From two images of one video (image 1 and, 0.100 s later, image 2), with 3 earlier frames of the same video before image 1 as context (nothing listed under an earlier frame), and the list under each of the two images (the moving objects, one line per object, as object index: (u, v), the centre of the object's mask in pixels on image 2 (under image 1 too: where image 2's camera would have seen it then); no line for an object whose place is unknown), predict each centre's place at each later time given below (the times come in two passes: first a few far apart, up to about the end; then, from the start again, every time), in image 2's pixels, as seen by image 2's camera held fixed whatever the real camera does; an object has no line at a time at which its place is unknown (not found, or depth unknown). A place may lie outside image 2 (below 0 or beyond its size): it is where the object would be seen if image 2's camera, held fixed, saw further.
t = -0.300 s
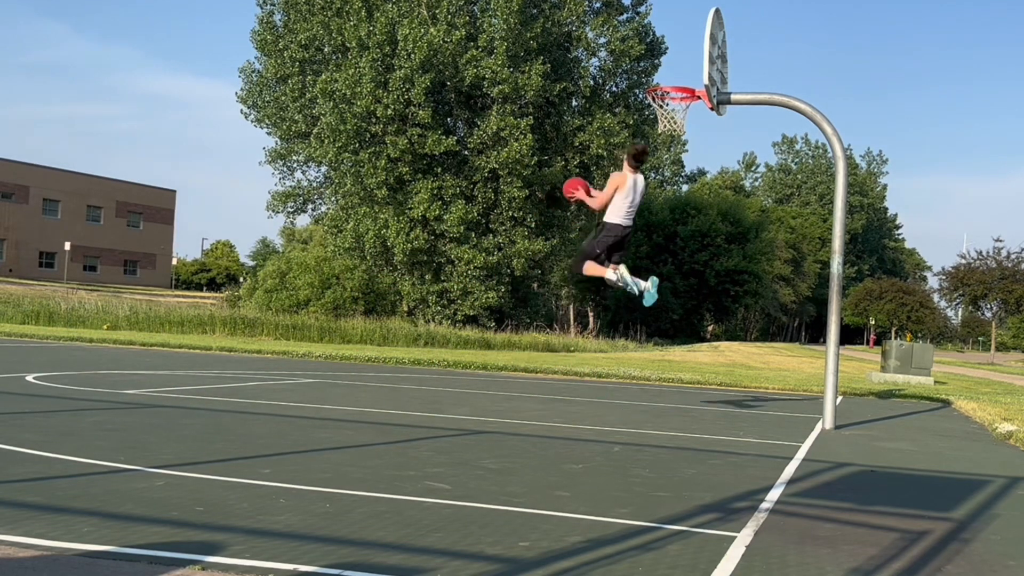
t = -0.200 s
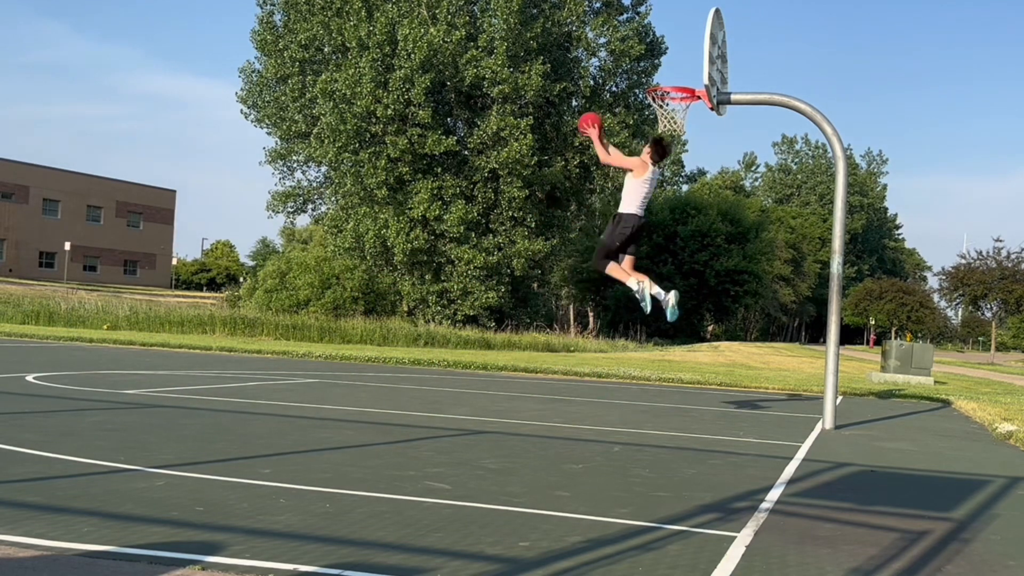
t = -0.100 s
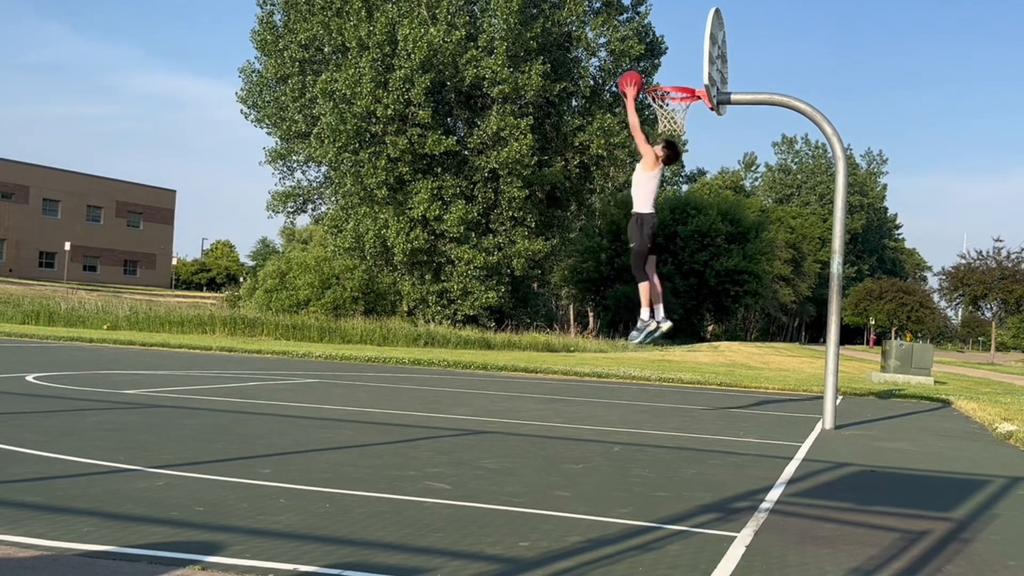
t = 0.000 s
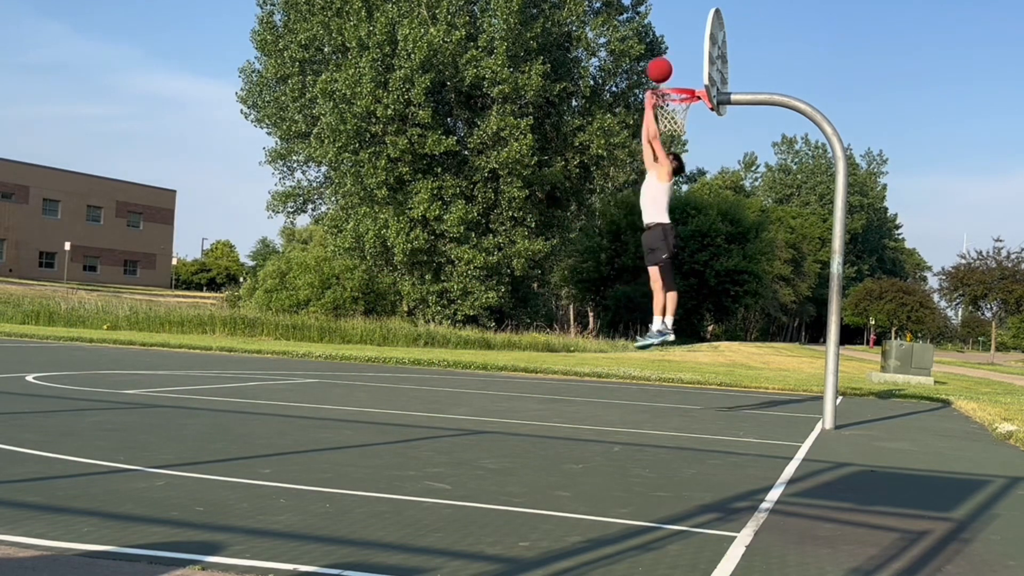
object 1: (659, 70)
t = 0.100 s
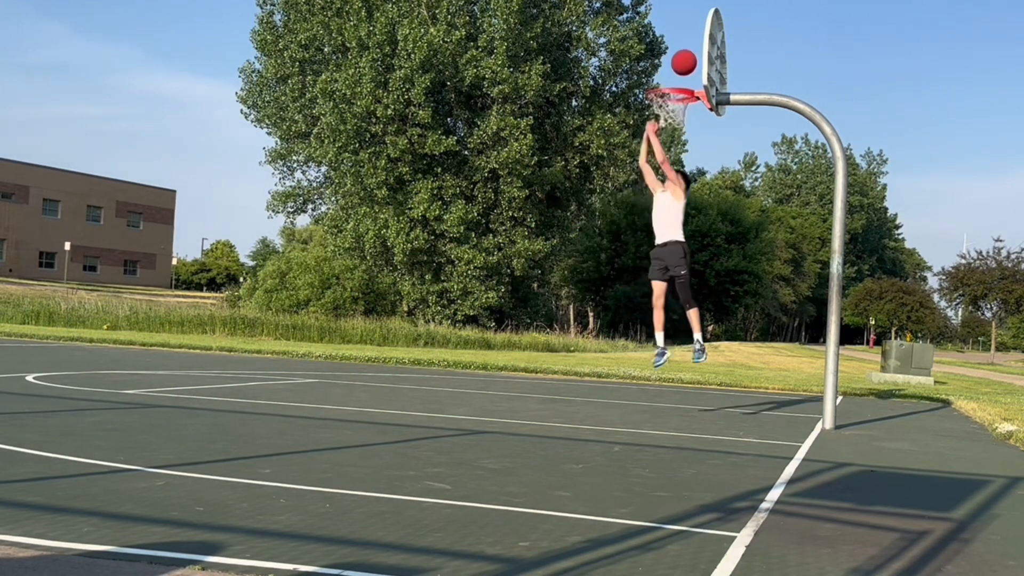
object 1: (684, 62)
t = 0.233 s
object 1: (697, 63)
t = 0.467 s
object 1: (666, 80)
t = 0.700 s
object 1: (643, 88)
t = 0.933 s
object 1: (623, 148)
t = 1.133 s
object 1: (602, 236)
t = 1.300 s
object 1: (585, 335)
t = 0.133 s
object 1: (691, 62)
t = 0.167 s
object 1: (697, 63)
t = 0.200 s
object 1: (699, 64)
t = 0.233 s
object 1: (697, 63)
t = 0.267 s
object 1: (693, 63)
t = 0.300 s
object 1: (690, 64)
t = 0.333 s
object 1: (685, 67)
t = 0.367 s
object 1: (680, 71)
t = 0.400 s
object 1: (675, 74)
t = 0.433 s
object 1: (670, 78)
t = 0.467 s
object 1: (666, 80)
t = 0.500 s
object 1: (663, 79)
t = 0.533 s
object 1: (660, 78)
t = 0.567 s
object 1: (657, 79)
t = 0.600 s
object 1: (654, 79)
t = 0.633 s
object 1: (651, 80)
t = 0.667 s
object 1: (647, 83)
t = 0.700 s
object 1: (643, 88)
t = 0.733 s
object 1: (640, 95)
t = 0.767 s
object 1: (638, 102)
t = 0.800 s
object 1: (636, 108)
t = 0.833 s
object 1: (632, 116)
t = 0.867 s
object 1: (630, 126)
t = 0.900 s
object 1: (627, 136)
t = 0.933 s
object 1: (623, 148)
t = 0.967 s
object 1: (620, 160)
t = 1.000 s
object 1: (616, 173)
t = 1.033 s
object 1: (613, 188)
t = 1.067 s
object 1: (609, 203)
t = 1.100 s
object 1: (606, 220)
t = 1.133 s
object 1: (602, 236)
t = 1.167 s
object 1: (599, 254)
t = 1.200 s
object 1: (595, 273)
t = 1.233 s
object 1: (592, 293)
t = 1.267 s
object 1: (588, 314)
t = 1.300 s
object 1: (585, 335)
